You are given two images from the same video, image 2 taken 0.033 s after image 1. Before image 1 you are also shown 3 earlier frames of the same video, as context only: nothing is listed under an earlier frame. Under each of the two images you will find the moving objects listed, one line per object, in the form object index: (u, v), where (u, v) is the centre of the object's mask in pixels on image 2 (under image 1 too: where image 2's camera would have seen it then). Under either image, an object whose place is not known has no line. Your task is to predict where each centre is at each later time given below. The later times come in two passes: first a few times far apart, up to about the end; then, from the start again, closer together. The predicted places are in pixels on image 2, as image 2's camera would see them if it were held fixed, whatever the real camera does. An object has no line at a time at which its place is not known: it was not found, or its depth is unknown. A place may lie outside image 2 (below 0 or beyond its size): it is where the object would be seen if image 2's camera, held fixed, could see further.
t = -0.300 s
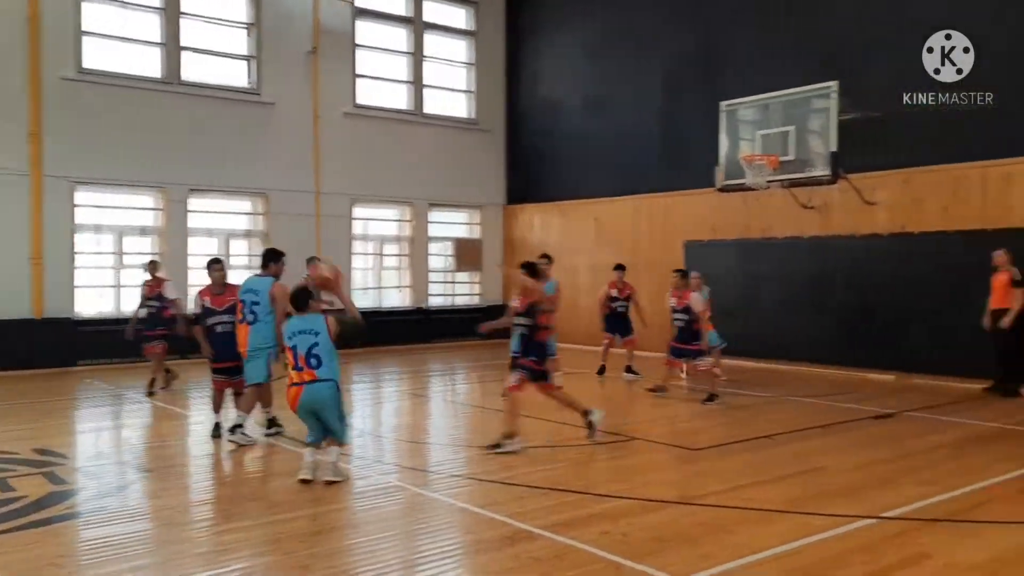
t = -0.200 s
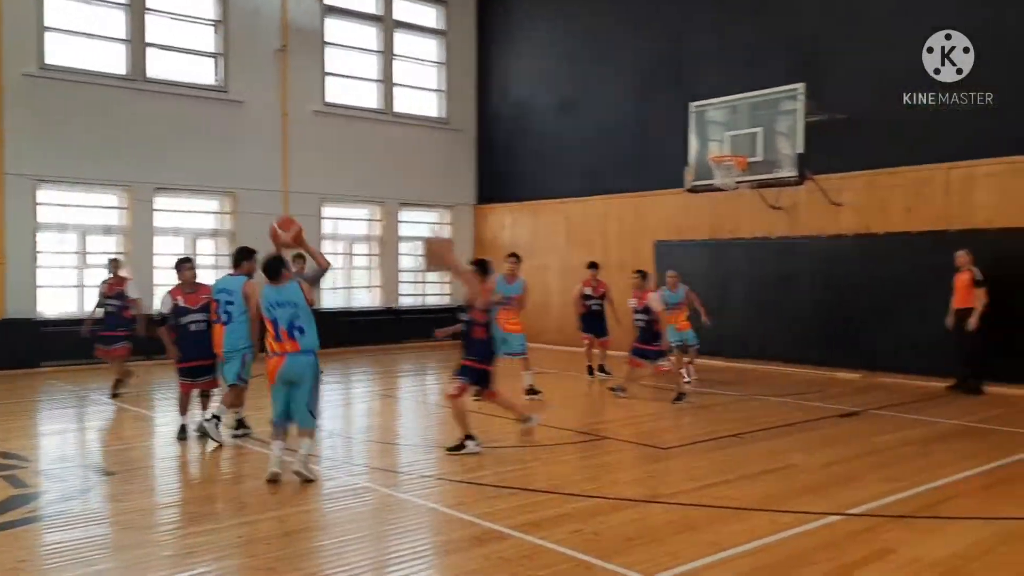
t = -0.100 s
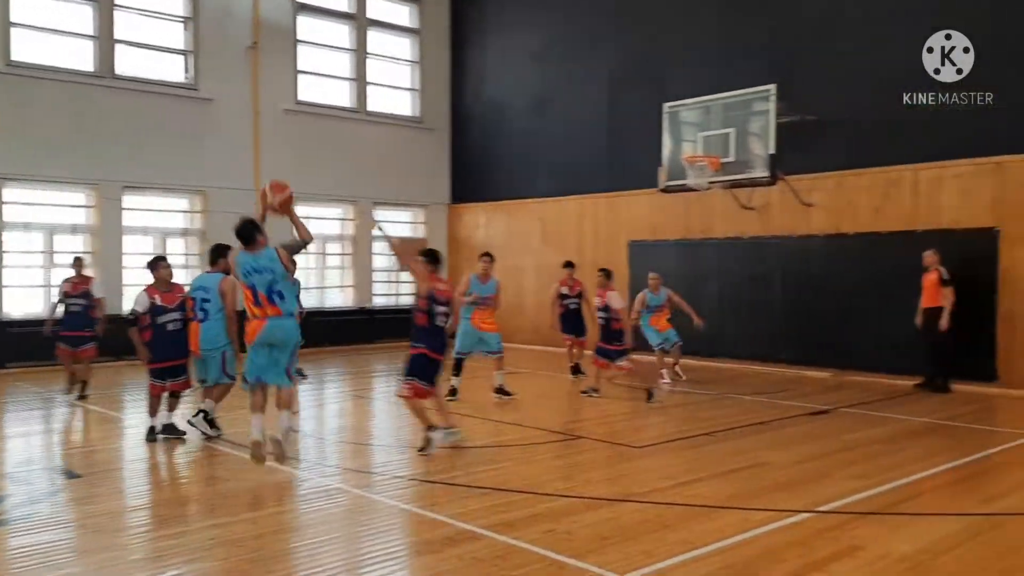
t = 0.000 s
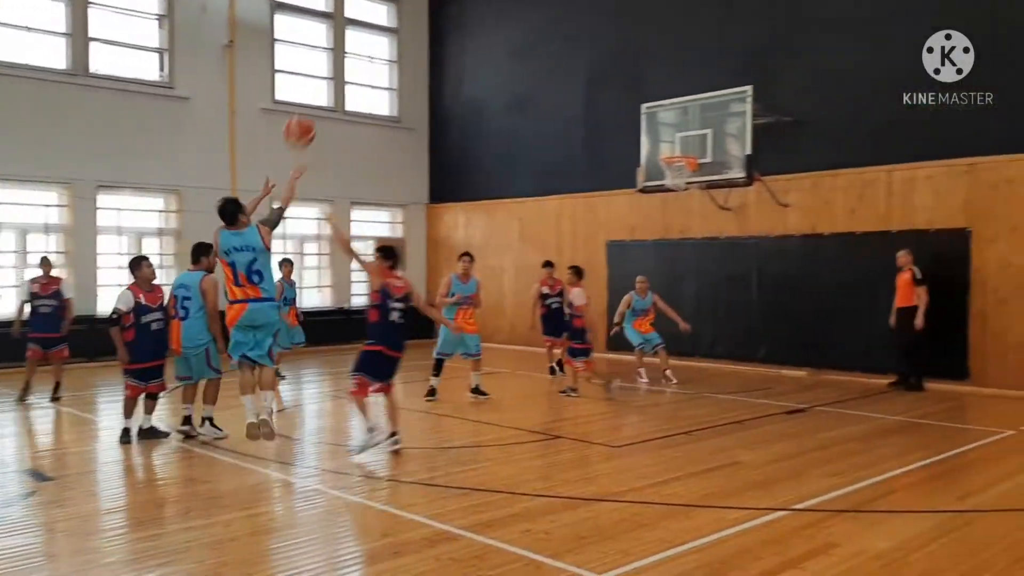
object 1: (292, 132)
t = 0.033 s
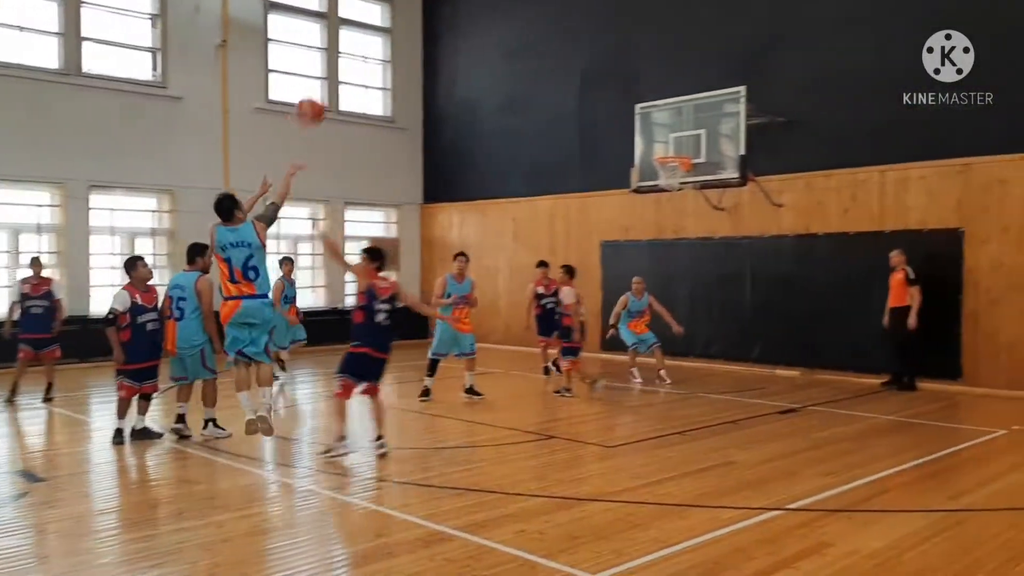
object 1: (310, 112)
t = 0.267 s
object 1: (417, 14)
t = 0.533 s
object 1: (506, 2)
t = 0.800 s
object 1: (574, 41)
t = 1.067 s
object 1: (624, 127)
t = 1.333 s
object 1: (667, 245)
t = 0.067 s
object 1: (329, 90)
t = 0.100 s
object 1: (343, 74)
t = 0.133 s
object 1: (360, 59)
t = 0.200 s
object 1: (391, 34)
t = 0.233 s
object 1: (403, 23)
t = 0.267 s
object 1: (417, 14)
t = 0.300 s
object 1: (429, 10)
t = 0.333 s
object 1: (441, 7)
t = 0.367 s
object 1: (452, 4)
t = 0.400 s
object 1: (463, 4)
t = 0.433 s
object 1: (475, 3)
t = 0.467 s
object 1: (486, 2)
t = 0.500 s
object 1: (496, 1)
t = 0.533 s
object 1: (506, 2)
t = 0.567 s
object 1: (516, 3)
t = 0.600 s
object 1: (524, 4)
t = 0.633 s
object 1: (533, 7)
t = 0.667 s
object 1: (542, 13)
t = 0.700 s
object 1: (550, 18)
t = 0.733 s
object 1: (559, 25)
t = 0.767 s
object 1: (566, 33)
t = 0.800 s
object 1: (574, 41)
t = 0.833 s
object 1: (581, 49)
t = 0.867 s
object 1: (588, 58)
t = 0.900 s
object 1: (595, 69)
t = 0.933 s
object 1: (601, 80)
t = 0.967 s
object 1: (607, 91)
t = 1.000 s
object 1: (613, 104)
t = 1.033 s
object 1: (619, 115)
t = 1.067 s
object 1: (624, 127)
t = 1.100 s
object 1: (630, 140)
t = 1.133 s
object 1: (635, 154)
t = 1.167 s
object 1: (643, 169)
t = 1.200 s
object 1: (649, 184)
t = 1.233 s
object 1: (653, 198)
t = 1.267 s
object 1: (659, 214)
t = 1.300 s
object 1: (663, 229)
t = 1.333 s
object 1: (667, 245)
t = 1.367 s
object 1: (672, 261)
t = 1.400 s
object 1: (676, 278)
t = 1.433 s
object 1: (682, 295)
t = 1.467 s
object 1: (685, 313)
